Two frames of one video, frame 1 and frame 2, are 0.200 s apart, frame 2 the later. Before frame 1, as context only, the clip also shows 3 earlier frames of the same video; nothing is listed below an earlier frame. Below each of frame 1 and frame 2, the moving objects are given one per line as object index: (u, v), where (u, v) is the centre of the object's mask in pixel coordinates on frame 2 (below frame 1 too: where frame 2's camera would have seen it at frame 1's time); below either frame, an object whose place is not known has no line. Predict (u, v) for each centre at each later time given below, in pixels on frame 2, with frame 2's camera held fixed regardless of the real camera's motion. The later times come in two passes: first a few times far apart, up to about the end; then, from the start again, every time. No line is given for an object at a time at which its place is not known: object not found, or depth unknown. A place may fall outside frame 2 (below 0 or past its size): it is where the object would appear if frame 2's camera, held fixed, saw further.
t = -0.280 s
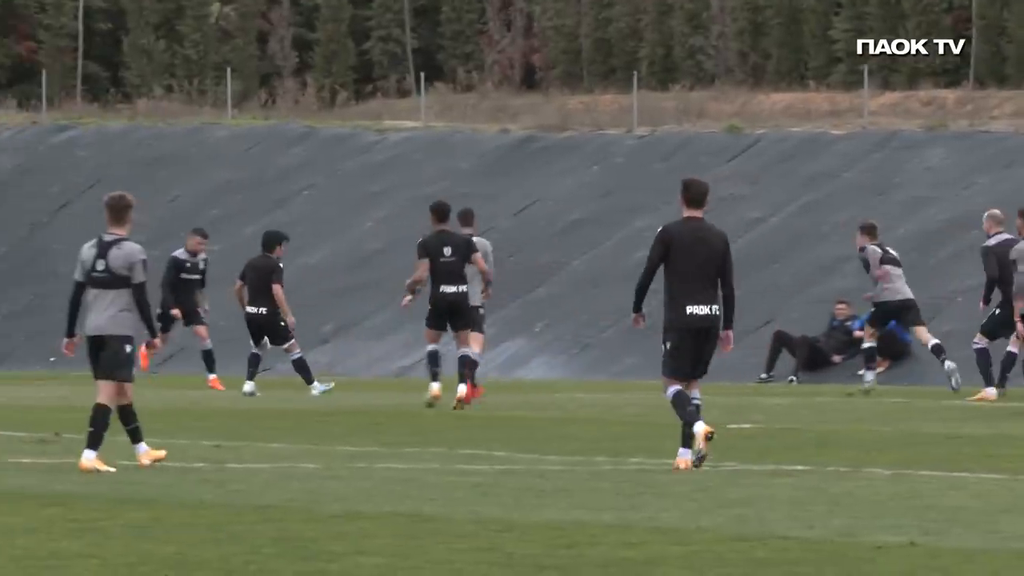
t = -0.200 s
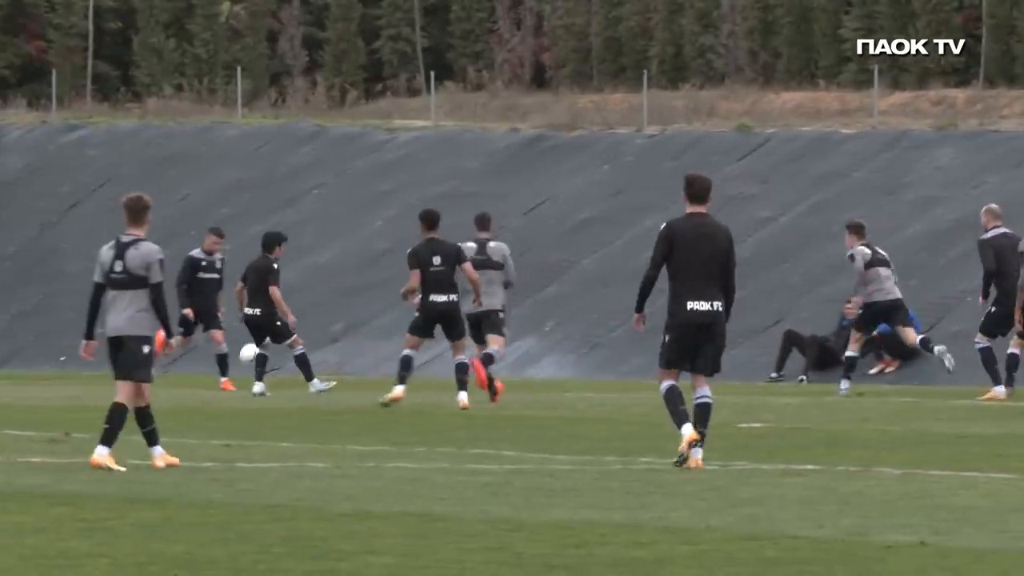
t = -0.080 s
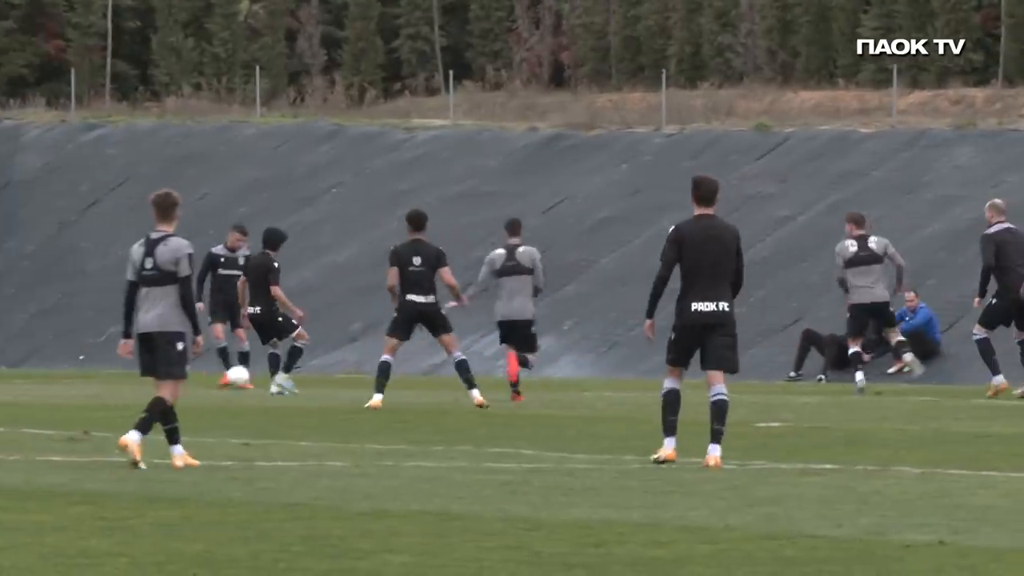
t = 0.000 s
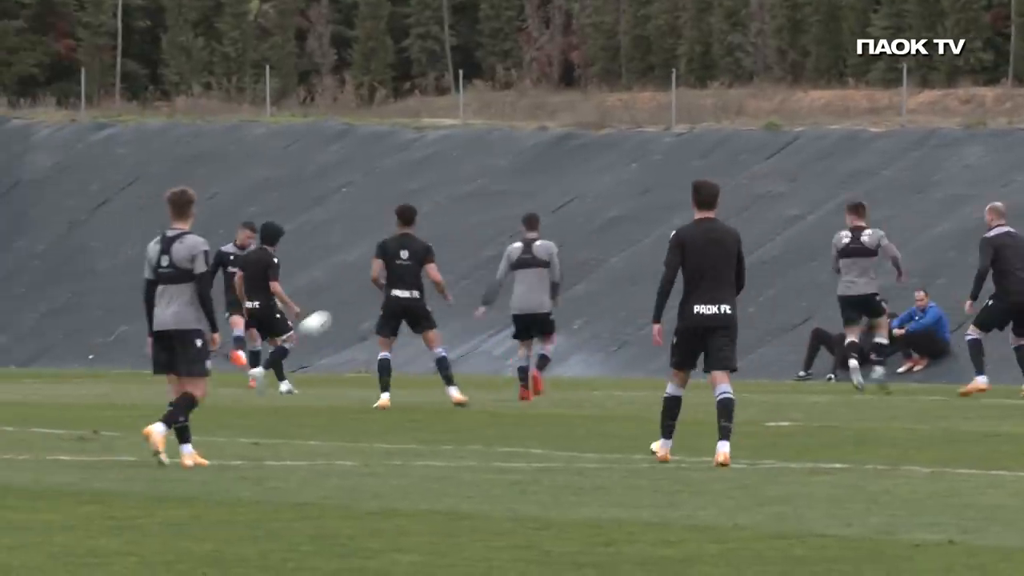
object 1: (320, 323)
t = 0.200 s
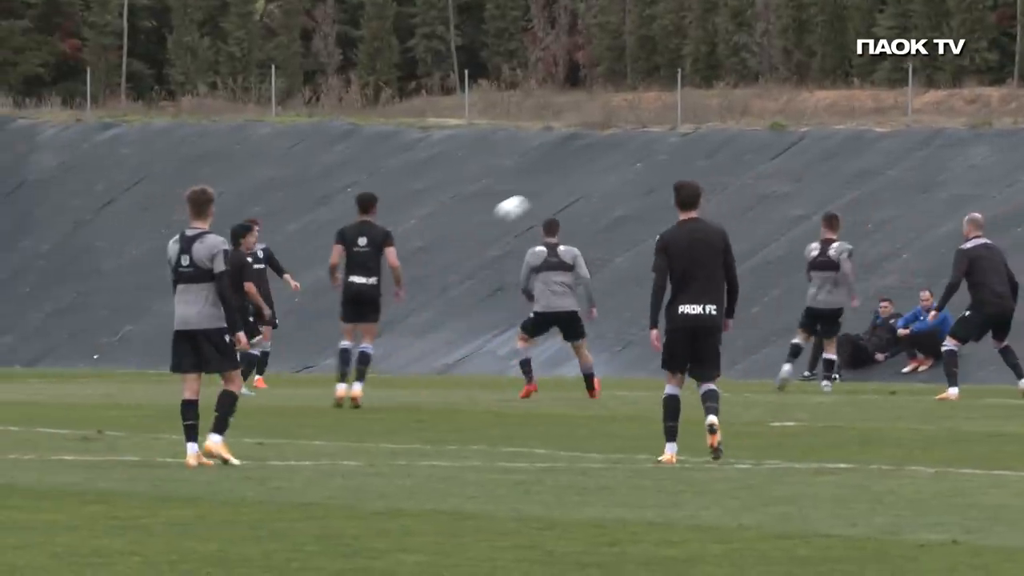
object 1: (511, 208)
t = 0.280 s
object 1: (590, 169)
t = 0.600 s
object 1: (928, 61)
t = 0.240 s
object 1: (551, 187)
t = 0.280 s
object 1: (590, 169)
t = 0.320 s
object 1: (631, 151)
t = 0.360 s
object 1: (672, 134)
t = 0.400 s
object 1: (713, 118)
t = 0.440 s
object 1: (755, 105)
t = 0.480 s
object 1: (798, 92)
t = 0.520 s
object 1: (840, 79)
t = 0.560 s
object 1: (884, 71)
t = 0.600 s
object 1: (928, 61)
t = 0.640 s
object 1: (973, 53)
